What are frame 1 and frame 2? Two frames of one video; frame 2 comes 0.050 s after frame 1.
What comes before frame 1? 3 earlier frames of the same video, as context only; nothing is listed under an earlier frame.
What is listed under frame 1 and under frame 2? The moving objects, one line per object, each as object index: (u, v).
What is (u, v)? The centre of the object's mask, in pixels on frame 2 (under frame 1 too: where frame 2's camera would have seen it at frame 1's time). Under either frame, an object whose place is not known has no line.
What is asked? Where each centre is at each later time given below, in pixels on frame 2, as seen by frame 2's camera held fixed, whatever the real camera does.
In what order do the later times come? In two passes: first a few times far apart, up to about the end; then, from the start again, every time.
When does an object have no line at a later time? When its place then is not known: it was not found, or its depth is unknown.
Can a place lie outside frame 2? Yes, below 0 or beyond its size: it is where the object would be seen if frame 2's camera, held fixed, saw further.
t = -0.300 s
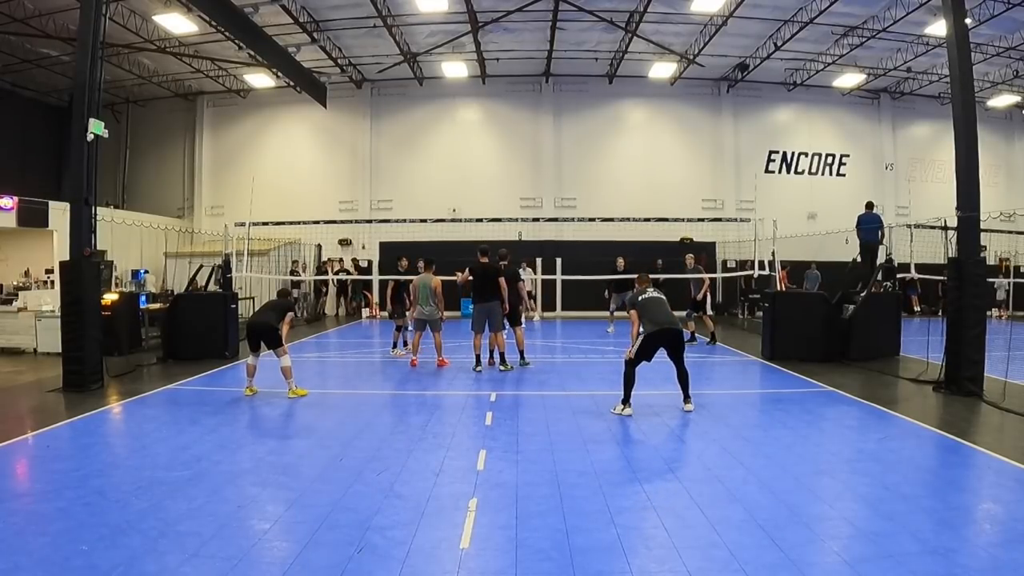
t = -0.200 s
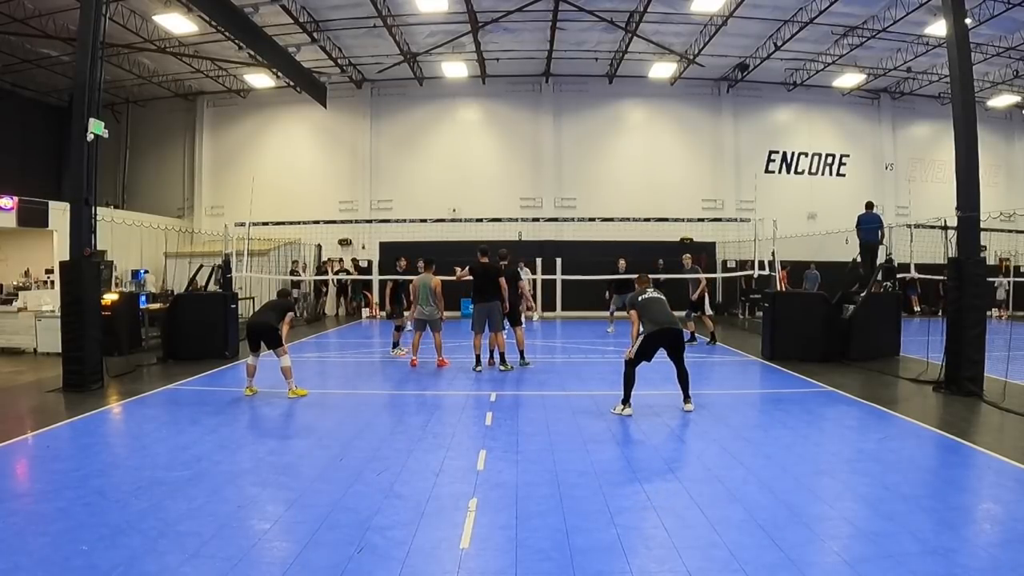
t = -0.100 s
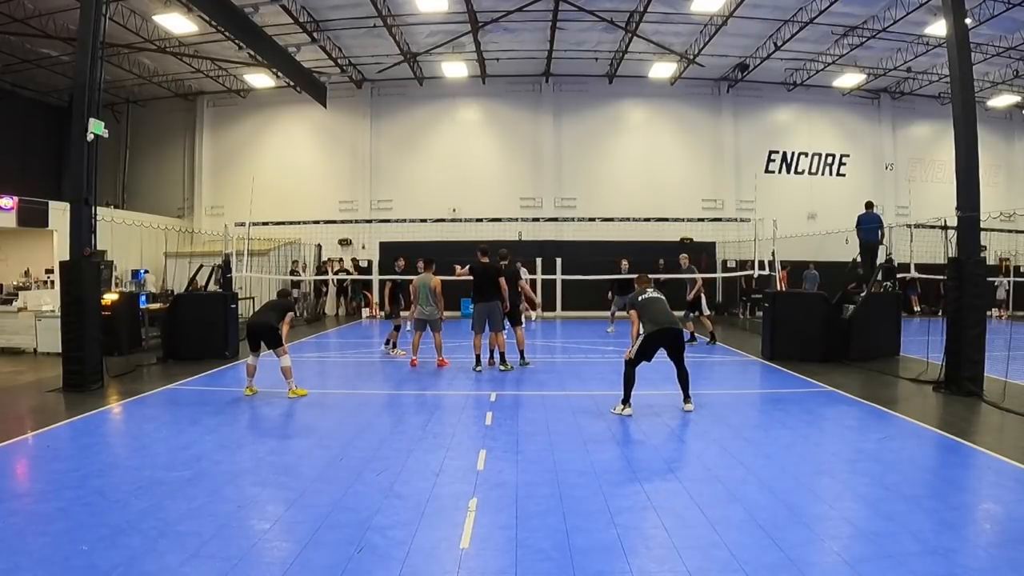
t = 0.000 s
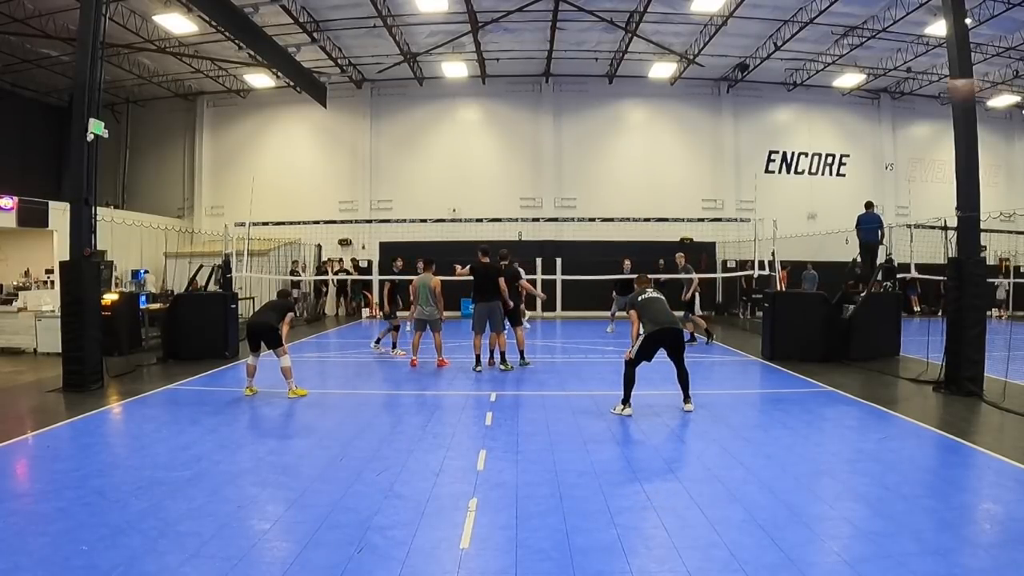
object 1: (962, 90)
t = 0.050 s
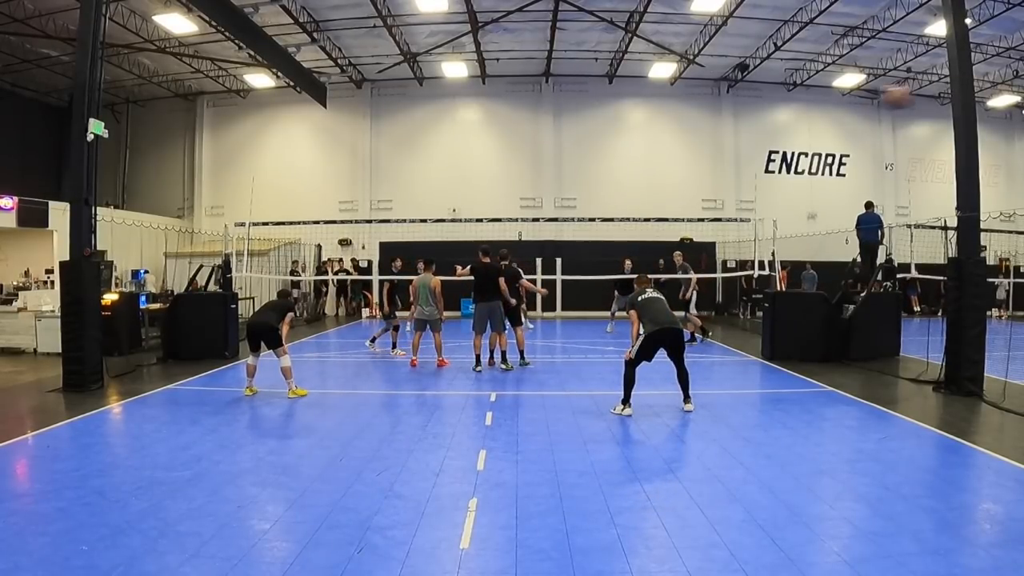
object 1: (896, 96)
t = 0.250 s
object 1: (740, 134)
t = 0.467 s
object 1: (666, 184)
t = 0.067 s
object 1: (877, 99)
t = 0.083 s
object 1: (858, 101)
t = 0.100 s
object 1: (843, 103)
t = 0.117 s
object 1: (827, 106)
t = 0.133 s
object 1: (814, 109)
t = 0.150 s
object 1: (800, 112)
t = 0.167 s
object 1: (788, 116)
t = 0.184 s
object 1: (776, 121)
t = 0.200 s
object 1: (766, 124)
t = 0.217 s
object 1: (756, 127)
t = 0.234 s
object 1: (748, 131)
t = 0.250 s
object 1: (740, 134)
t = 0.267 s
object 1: (732, 138)
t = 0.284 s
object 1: (724, 142)
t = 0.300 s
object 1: (717, 146)
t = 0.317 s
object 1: (711, 150)
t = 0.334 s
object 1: (704, 153)
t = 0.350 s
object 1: (699, 157)
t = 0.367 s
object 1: (694, 161)
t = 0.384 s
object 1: (688, 165)
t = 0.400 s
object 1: (683, 169)
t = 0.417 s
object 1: (679, 173)
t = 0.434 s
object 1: (674, 177)
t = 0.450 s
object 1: (670, 180)
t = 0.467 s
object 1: (666, 184)
